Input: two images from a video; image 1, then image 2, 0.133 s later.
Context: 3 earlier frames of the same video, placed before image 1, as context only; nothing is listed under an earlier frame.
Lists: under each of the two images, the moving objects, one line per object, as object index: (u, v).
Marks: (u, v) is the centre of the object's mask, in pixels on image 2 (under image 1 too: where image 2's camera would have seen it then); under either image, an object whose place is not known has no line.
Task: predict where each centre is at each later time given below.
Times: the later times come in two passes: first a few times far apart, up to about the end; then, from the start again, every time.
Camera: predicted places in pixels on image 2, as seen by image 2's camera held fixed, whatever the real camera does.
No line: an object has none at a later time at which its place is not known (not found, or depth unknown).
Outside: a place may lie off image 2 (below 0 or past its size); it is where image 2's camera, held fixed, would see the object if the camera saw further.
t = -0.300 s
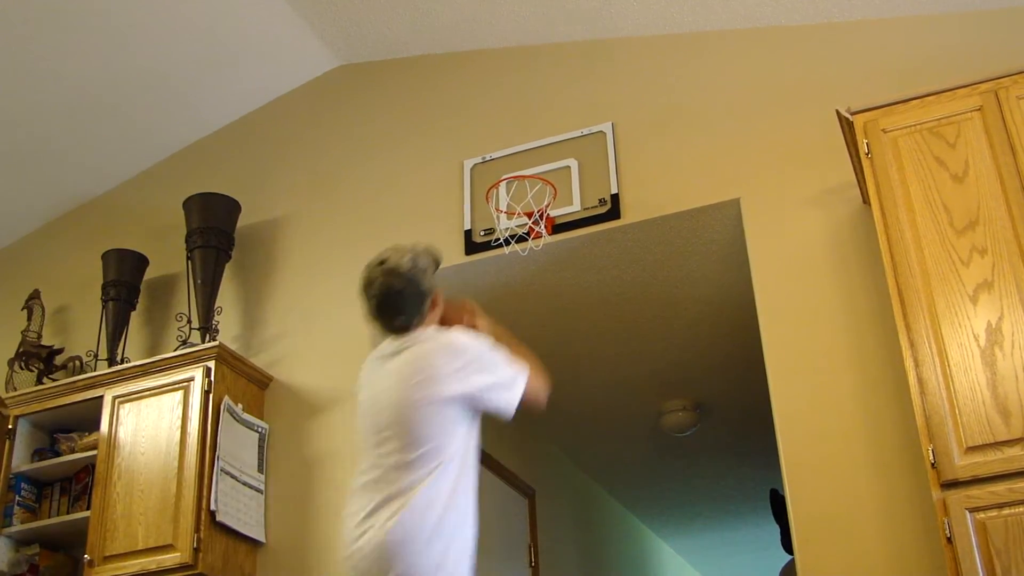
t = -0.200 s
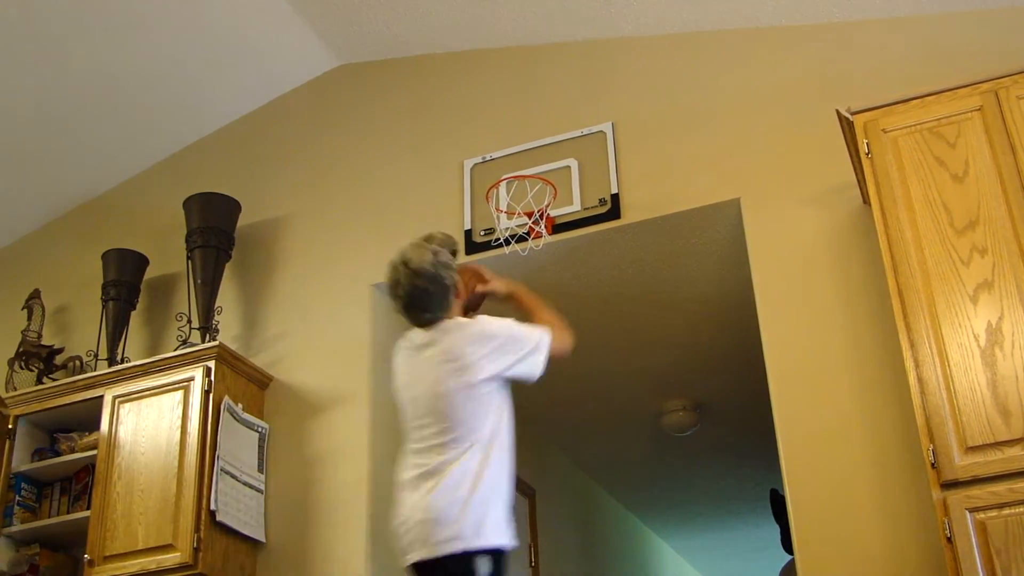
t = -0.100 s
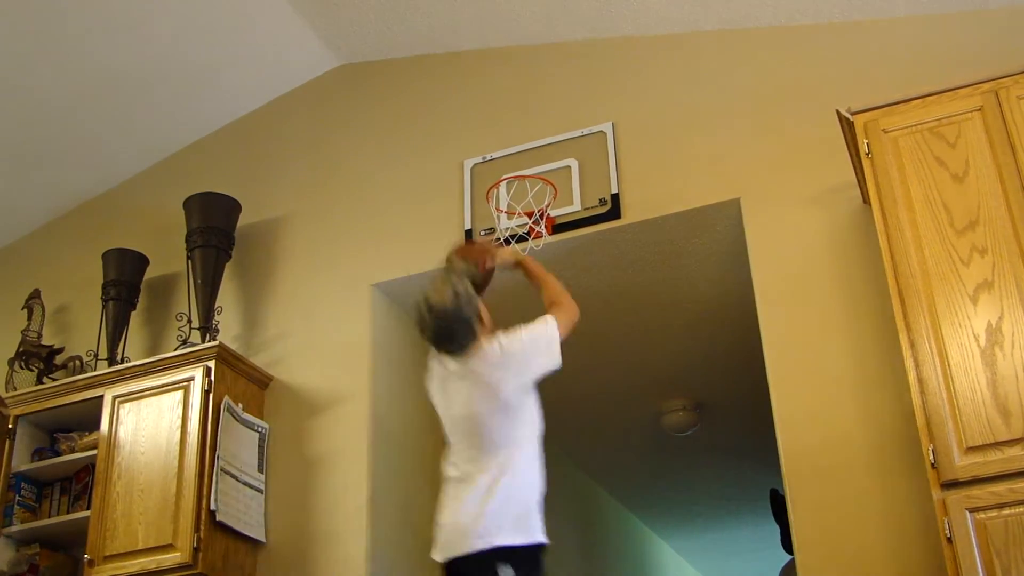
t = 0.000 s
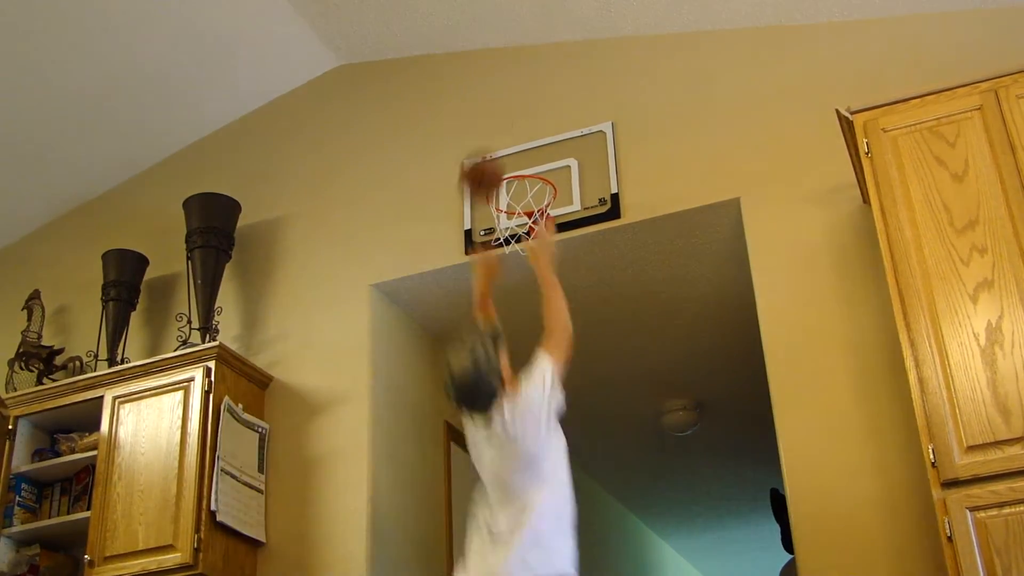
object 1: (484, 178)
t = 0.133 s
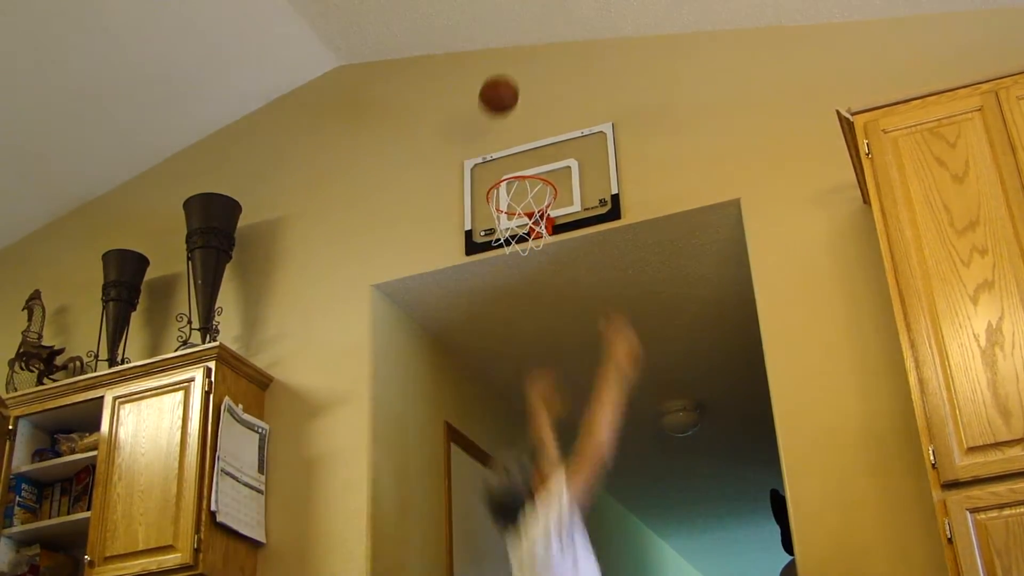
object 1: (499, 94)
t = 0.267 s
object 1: (508, 62)
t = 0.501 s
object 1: (448, 31)
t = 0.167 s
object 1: (502, 84)
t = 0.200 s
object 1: (506, 75)
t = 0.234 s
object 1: (510, 70)
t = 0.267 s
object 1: (508, 62)
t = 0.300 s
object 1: (499, 50)
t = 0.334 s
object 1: (491, 42)
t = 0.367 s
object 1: (483, 35)
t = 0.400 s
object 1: (474, 30)
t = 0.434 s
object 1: (466, 28)
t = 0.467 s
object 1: (457, 28)
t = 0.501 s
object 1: (448, 31)
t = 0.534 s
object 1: (440, 35)
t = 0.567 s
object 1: (430, 43)
